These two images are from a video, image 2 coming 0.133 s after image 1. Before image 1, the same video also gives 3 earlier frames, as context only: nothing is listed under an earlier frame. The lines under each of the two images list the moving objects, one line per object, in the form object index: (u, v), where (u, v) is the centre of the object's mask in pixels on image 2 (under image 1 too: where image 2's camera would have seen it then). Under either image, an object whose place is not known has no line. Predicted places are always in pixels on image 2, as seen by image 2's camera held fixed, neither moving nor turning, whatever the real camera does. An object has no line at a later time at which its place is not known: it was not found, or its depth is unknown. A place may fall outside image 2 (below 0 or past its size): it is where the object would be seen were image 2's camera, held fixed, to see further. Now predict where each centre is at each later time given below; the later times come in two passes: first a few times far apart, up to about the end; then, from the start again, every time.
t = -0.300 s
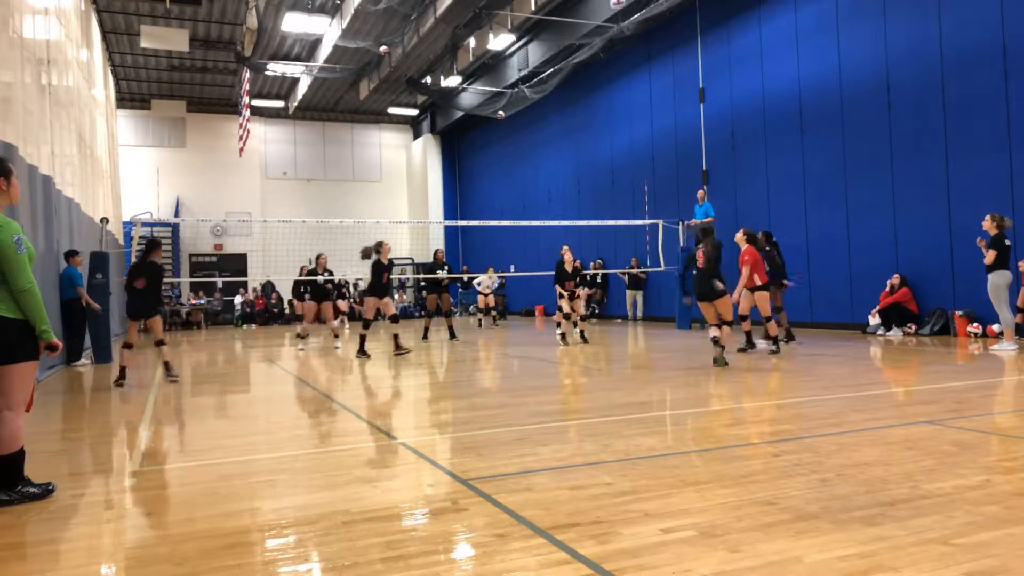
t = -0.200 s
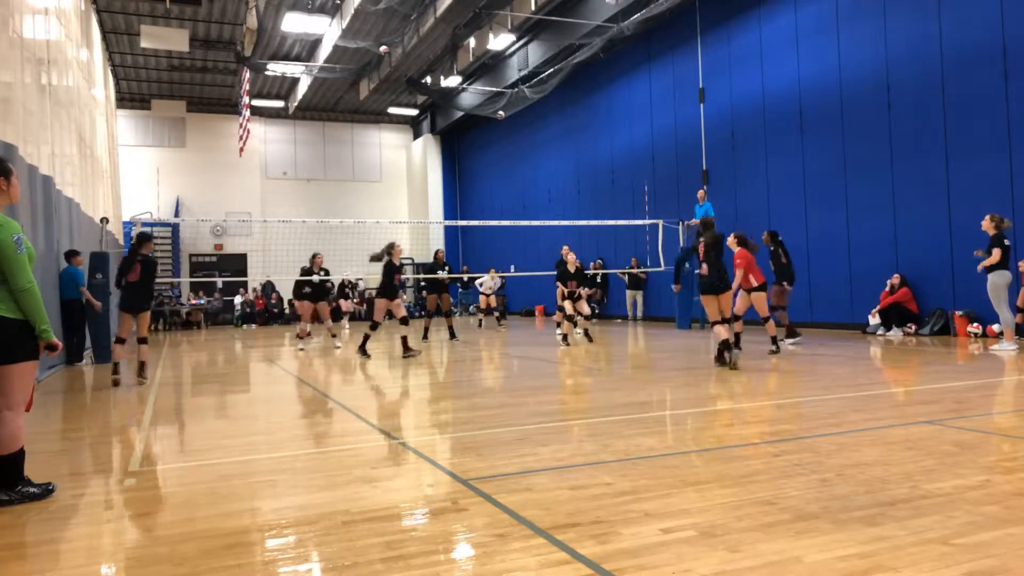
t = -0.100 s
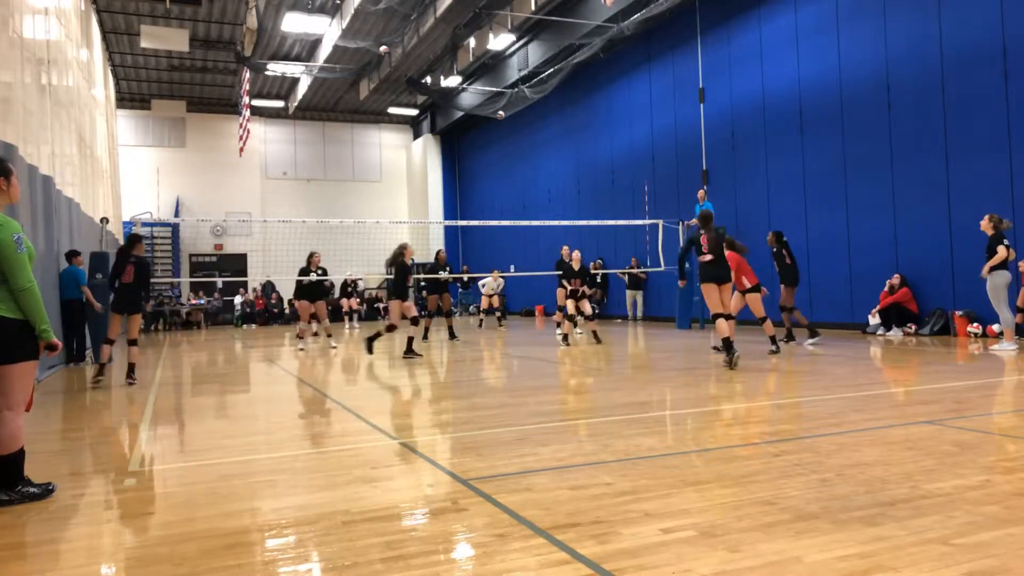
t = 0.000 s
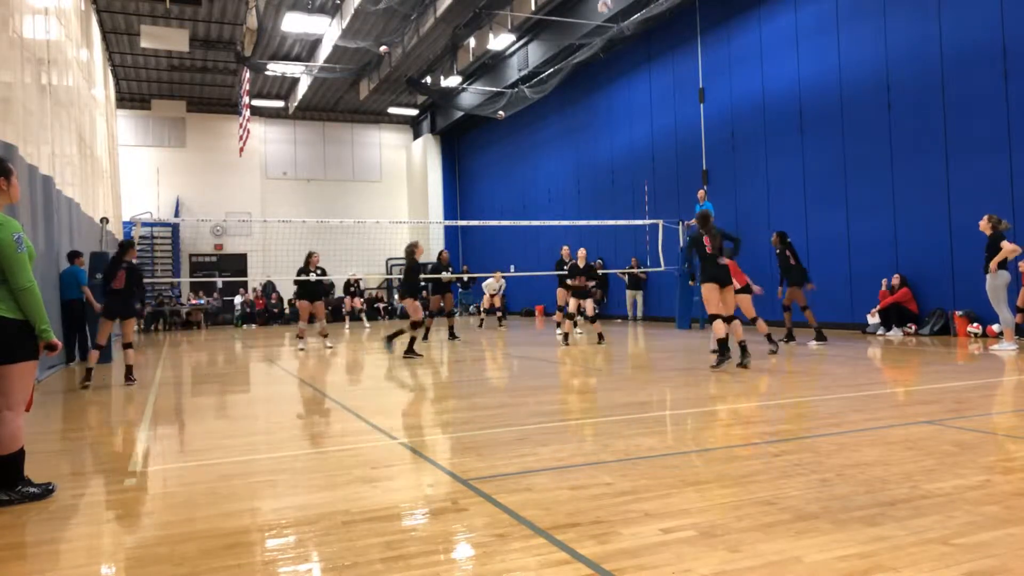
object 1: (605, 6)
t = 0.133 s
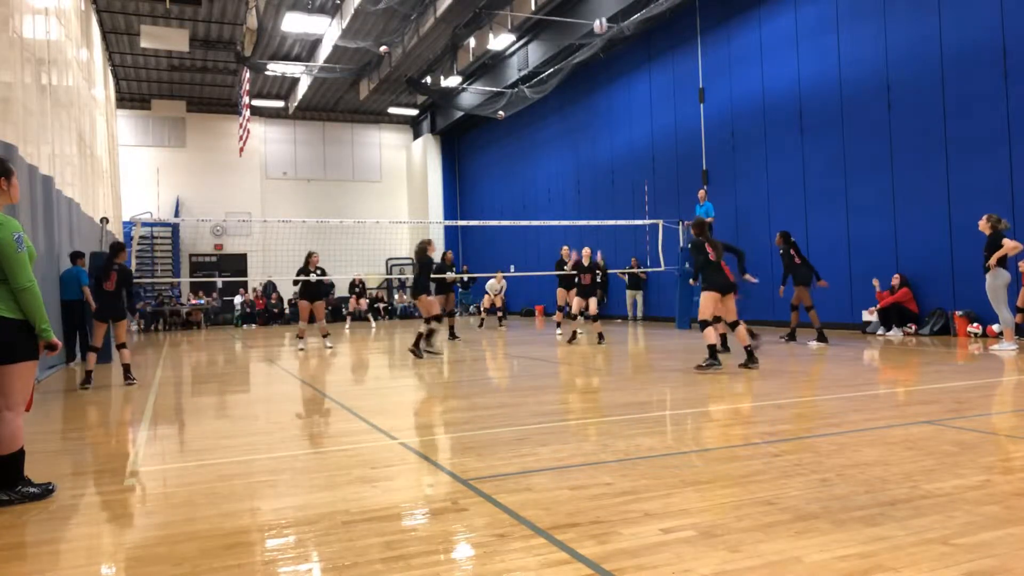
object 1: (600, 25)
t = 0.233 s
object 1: (598, 48)
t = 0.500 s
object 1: (590, 130)
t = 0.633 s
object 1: (588, 183)
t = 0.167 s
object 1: (599, 32)
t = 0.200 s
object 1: (598, 39)
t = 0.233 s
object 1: (598, 48)
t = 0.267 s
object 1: (596, 56)
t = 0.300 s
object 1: (595, 65)
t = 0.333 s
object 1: (595, 74)
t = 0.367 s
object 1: (594, 85)
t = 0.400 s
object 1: (593, 95)
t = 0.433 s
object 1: (592, 107)
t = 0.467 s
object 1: (591, 118)
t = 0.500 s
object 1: (590, 130)
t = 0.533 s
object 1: (590, 143)
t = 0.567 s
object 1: (589, 156)
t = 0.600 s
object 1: (588, 169)
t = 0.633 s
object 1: (588, 183)
